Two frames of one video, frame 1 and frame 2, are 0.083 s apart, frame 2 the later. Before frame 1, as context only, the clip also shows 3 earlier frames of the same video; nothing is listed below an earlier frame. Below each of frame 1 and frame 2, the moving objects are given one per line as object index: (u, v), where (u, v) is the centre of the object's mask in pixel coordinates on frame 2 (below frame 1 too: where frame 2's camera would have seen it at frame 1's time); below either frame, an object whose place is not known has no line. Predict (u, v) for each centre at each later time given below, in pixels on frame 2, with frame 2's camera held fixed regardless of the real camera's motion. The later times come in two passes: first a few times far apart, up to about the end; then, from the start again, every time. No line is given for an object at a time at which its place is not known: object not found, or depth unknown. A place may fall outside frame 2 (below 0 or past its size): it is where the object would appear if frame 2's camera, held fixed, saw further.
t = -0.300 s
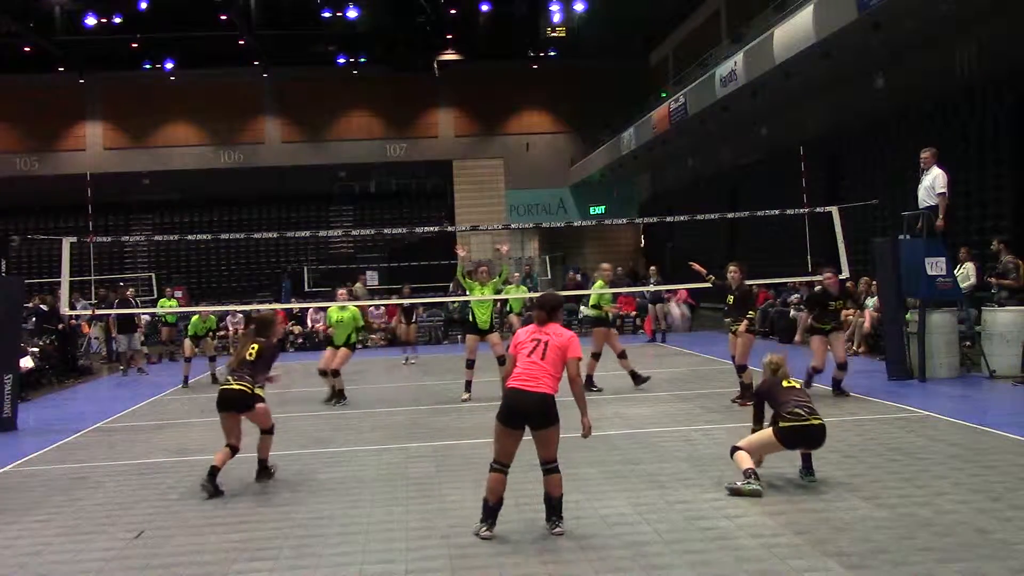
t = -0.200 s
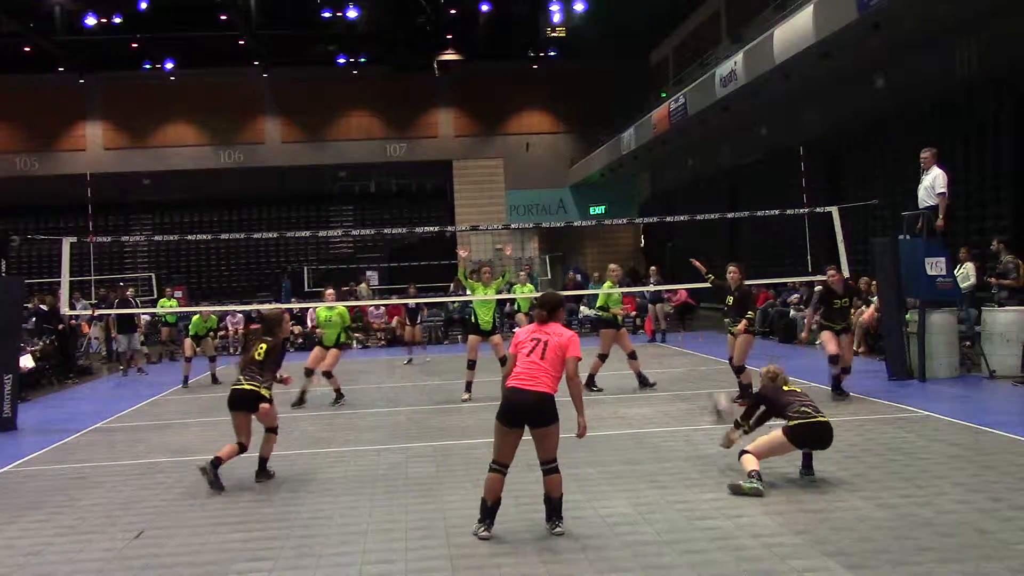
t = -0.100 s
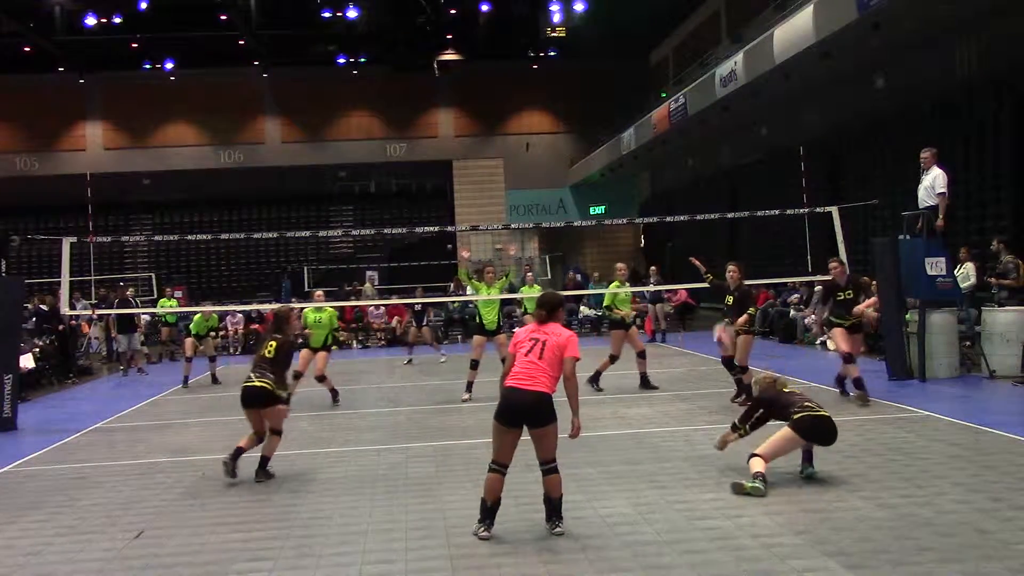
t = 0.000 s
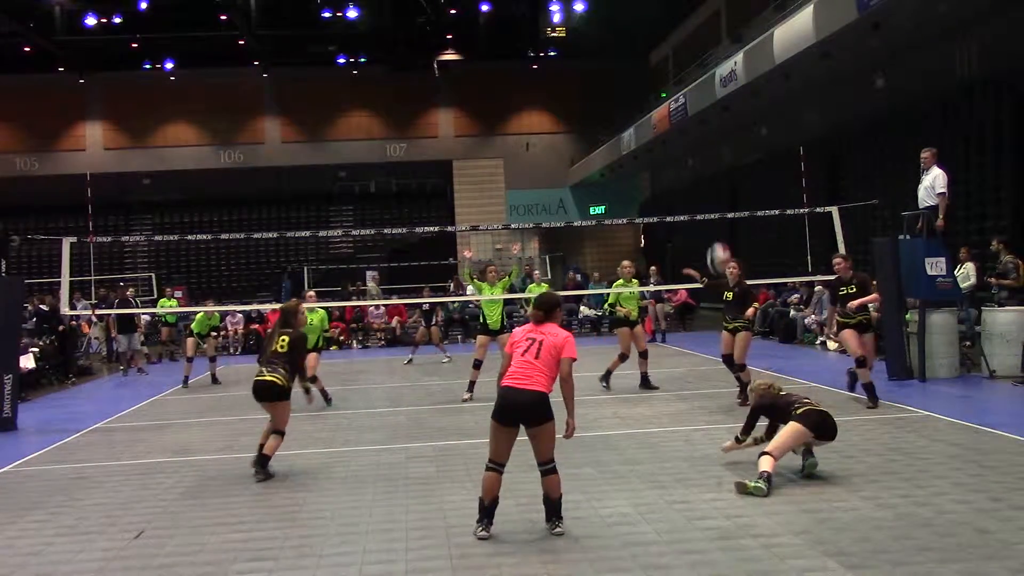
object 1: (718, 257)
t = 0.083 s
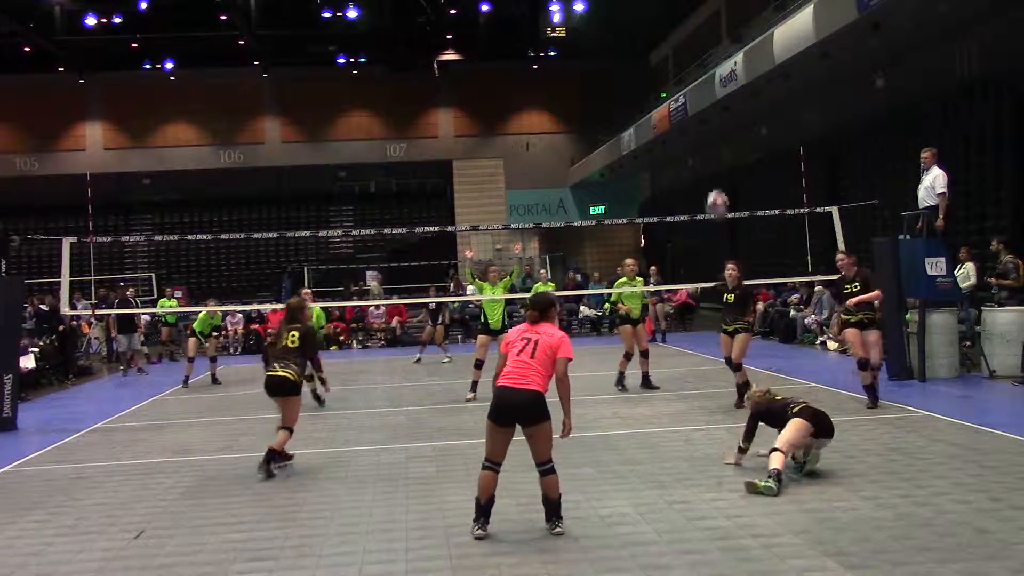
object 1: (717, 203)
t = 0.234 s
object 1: (714, 134)
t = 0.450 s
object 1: (714, 80)
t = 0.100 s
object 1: (717, 193)
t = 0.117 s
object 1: (716, 187)
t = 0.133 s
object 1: (716, 177)
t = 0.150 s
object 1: (715, 169)
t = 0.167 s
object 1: (715, 160)
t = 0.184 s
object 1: (714, 154)
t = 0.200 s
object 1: (715, 147)
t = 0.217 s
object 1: (714, 140)
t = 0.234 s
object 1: (714, 134)
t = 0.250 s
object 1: (714, 128)
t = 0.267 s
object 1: (714, 122)
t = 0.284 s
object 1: (714, 117)
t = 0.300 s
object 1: (714, 112)
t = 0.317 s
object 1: (715, 107)
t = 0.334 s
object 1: (714, 103)
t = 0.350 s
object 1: (713, 99)
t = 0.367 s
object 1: (714, 96)
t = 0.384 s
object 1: (714, 91)
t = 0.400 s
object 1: (714, 88)
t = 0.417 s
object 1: (714, 84)
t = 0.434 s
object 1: (714, 82)
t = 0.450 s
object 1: (714, 80)
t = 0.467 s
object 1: (715, 78)
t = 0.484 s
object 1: (715, 77)
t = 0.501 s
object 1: (716, 76)
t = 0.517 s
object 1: (715, 75)
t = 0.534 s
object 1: (715, 74)
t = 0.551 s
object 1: (716, 74)
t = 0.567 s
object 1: (716, 74)
